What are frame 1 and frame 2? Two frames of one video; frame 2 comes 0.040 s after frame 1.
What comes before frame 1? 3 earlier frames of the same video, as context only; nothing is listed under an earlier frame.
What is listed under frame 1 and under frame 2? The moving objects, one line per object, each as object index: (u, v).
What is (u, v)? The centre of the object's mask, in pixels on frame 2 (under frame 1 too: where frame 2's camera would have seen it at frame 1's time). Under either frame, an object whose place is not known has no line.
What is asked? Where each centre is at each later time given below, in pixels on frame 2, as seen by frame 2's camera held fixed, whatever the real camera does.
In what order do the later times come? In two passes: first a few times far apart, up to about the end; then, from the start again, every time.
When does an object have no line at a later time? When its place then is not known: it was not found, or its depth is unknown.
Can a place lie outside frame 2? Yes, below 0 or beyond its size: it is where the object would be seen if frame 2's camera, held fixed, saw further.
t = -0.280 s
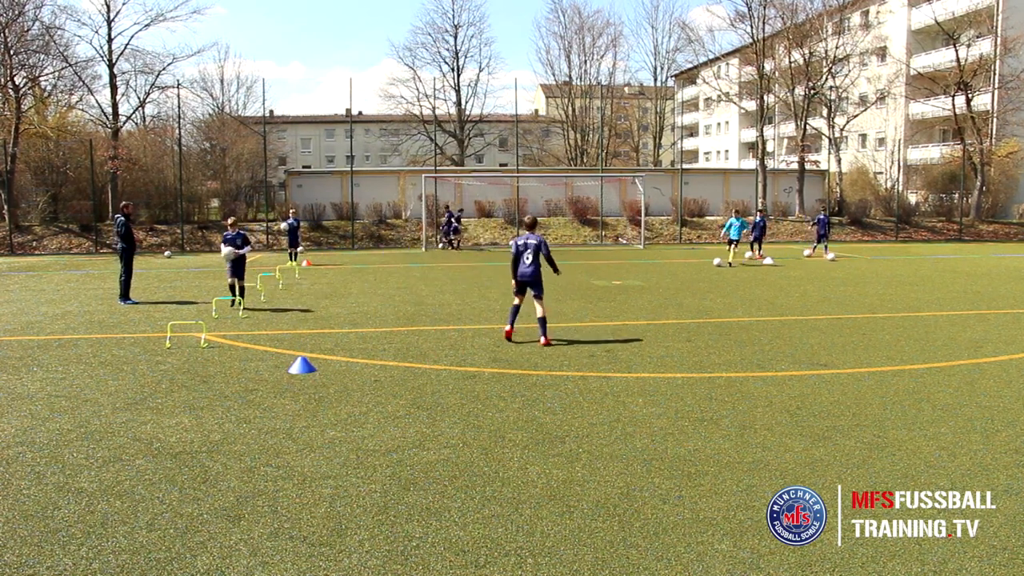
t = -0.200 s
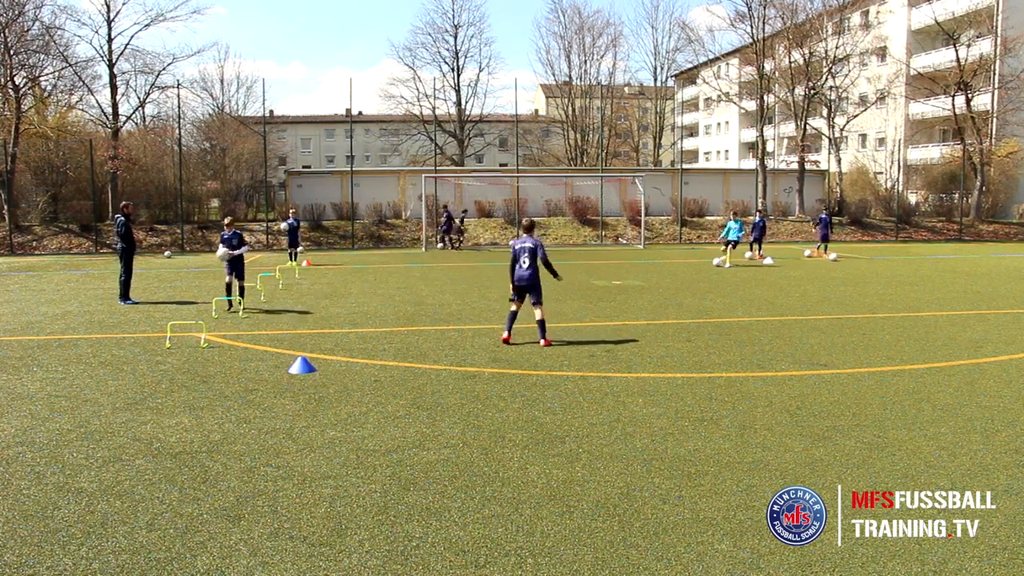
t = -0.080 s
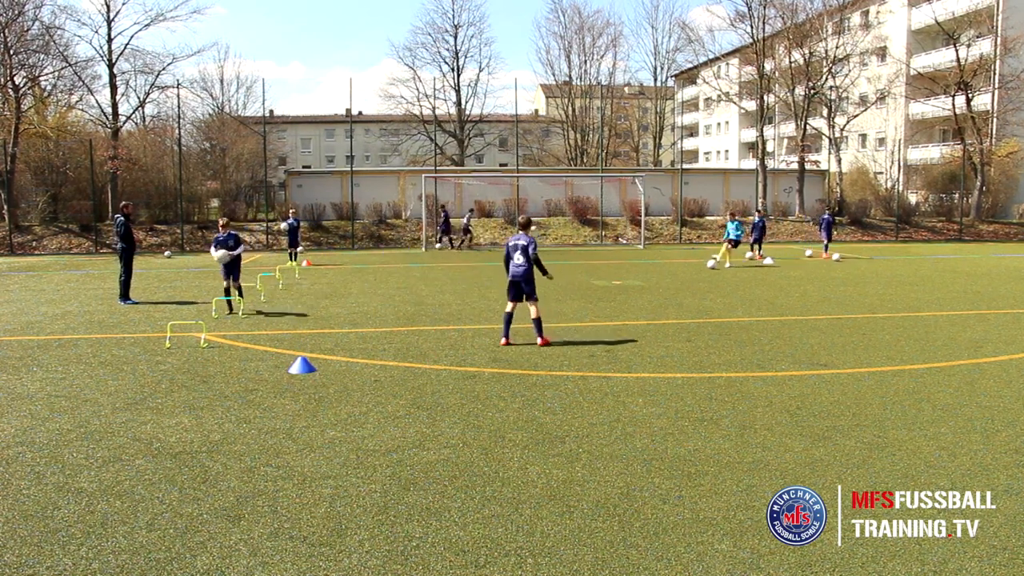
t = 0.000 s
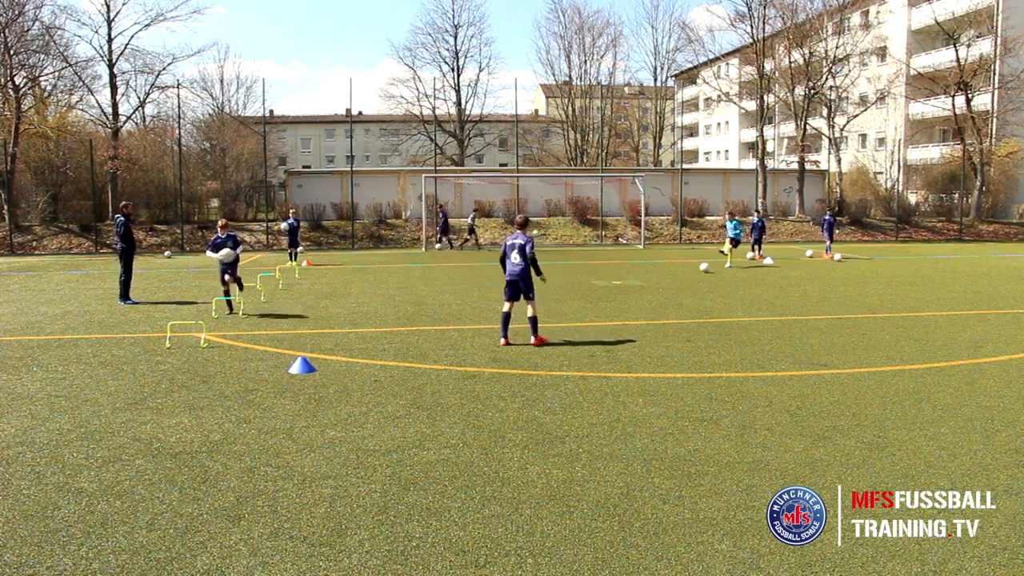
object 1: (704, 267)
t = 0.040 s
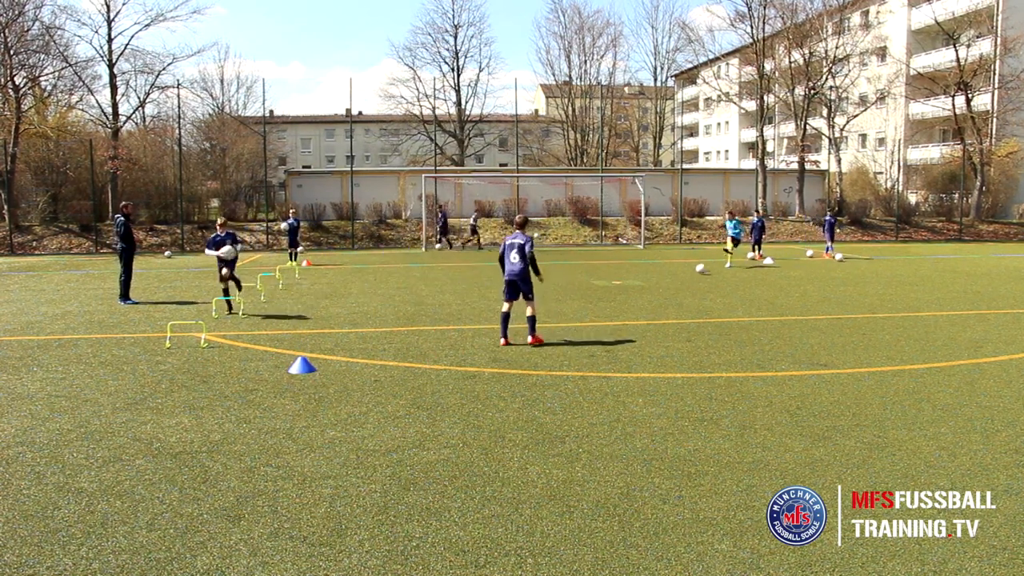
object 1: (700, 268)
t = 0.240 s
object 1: (681, 276)
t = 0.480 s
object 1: (658, 284)
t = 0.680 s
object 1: (638, 298)
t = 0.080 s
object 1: (696, 270)
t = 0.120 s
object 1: (693, 273)
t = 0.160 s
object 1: (689, 274)
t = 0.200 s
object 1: (685, 274)
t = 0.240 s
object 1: (681, 276)
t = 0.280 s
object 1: (677, 279)
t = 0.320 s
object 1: (673, 281)
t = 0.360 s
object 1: (669, 282)
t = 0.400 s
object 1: (666, 282)
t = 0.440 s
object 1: (662, 282)
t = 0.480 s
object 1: (658, 284)
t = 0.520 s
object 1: (654, 287)
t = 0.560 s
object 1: (650, 292)
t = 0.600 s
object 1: (646, 296)
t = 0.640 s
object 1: (642, 297)
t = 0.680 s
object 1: (638, 298)
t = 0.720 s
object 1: (634, 300)
